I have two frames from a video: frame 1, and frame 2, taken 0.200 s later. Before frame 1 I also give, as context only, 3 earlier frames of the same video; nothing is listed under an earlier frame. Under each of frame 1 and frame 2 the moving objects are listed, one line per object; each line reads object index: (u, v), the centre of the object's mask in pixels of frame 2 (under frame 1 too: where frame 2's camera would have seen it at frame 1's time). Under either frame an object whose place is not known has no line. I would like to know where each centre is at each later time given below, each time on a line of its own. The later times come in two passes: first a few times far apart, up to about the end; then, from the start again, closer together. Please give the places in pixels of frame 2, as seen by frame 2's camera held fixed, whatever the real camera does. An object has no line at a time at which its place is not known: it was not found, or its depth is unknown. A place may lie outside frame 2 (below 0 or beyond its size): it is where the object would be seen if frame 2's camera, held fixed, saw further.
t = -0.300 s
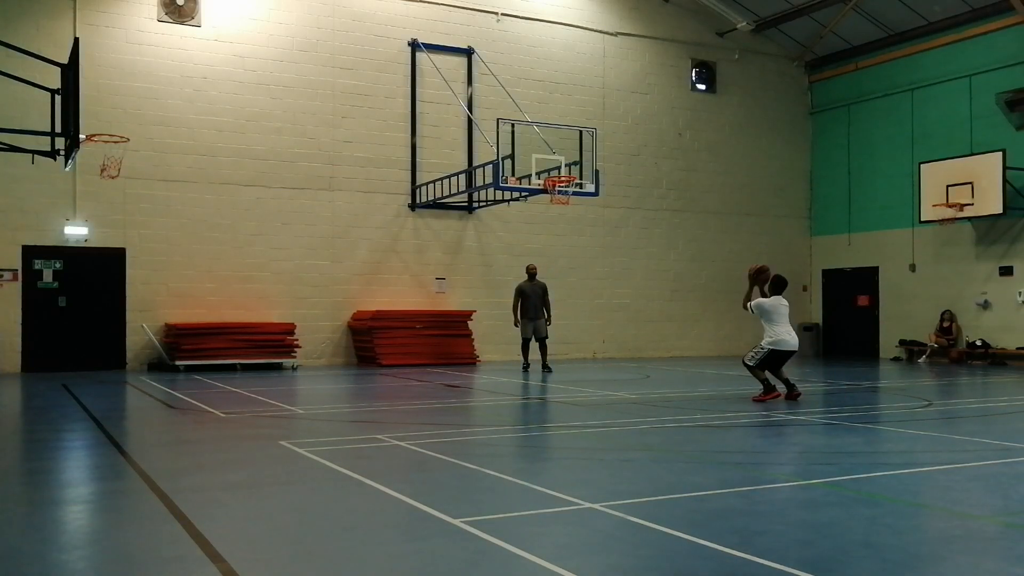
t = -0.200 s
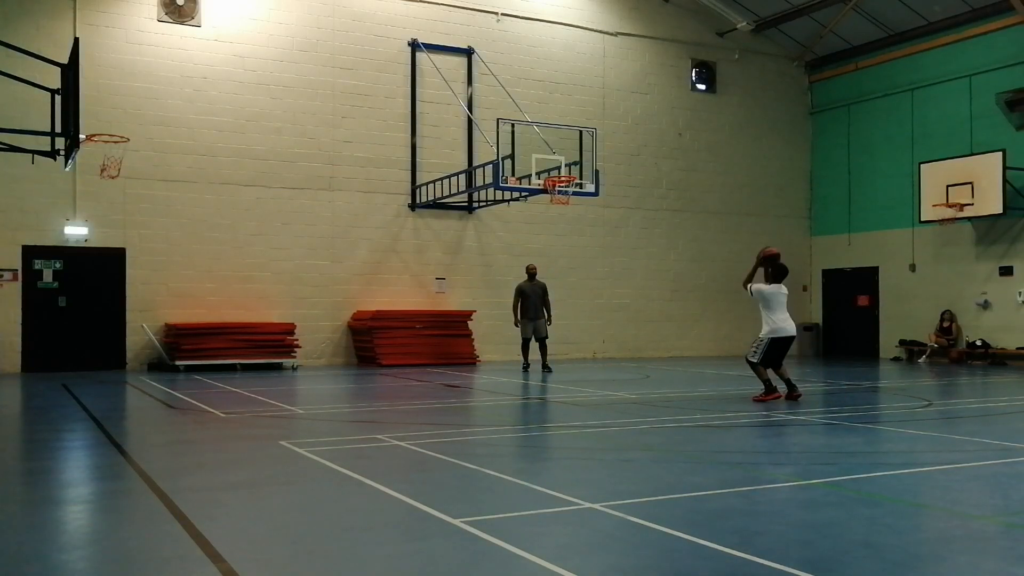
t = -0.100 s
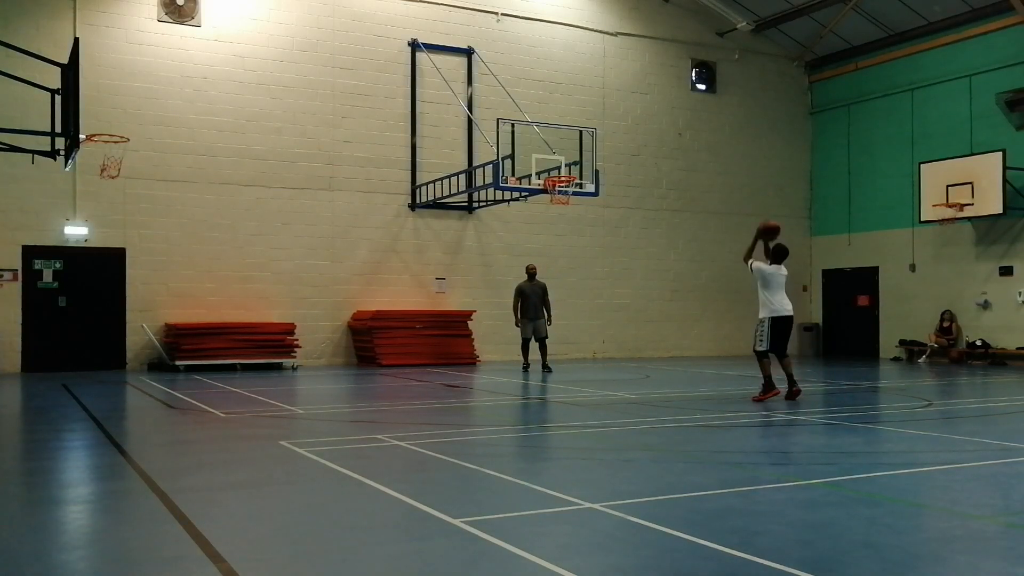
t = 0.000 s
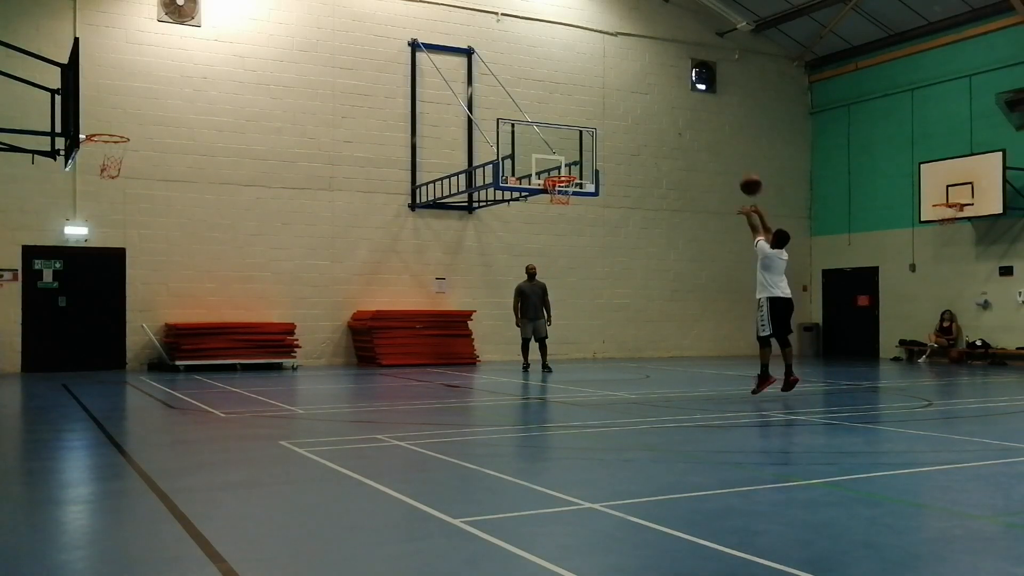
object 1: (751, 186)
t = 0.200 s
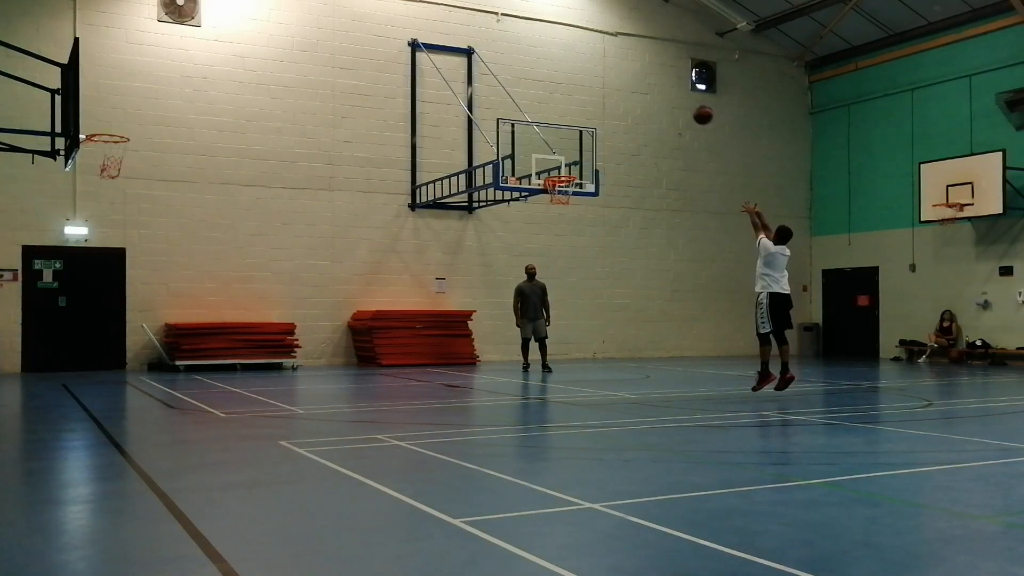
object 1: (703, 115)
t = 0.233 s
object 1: (696, 107)
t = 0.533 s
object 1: (637, 81)
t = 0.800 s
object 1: (593, 113)
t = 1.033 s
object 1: (560, 171)
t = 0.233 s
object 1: (696, 107)
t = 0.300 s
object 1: (681, 95)
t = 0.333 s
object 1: (675, 90)
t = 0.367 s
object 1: (668, 87)
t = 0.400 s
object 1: (661, 84)
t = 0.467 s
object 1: (649, 81)
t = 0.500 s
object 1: (643, 81)
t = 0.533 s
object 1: (637, 81)
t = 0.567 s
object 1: (631, 83)
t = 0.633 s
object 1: (620, 88)
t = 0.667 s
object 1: (614, 91)
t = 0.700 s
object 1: (609, 95)
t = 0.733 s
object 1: (603, 101)
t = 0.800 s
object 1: (593, 113)
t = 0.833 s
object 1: (588, 120)
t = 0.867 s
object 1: (583, 127)
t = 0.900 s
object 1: (578, 135)
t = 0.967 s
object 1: (569, 154)
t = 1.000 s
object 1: (564, 163)
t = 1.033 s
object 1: (560, 171)
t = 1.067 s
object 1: (556, 184)
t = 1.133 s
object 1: (557, 201)
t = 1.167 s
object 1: (558, 209)
